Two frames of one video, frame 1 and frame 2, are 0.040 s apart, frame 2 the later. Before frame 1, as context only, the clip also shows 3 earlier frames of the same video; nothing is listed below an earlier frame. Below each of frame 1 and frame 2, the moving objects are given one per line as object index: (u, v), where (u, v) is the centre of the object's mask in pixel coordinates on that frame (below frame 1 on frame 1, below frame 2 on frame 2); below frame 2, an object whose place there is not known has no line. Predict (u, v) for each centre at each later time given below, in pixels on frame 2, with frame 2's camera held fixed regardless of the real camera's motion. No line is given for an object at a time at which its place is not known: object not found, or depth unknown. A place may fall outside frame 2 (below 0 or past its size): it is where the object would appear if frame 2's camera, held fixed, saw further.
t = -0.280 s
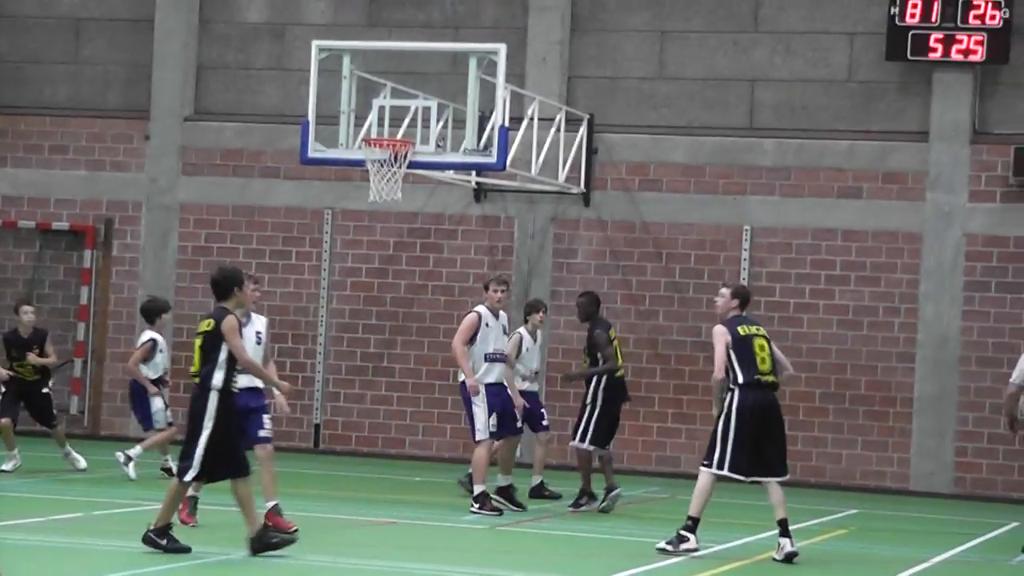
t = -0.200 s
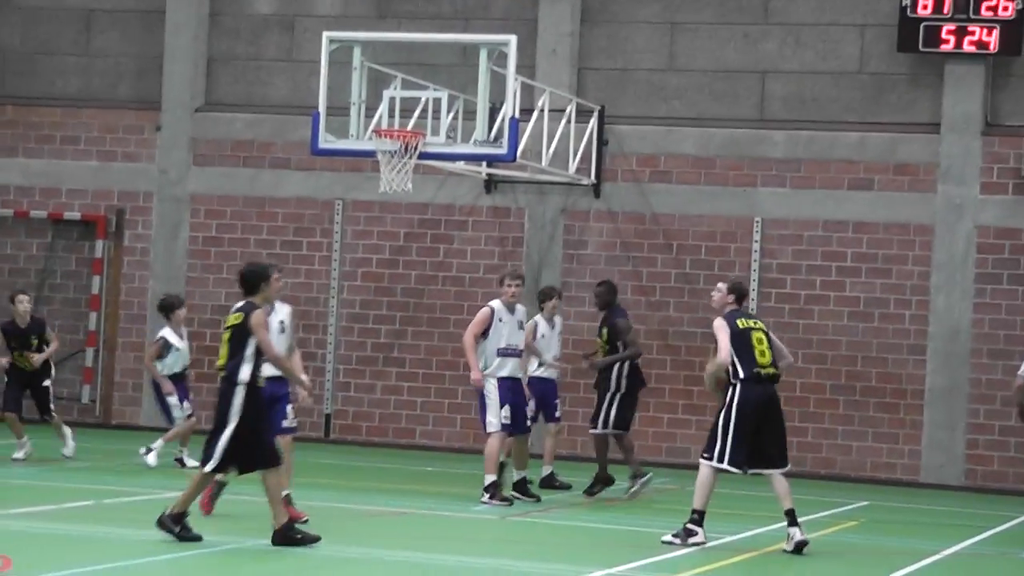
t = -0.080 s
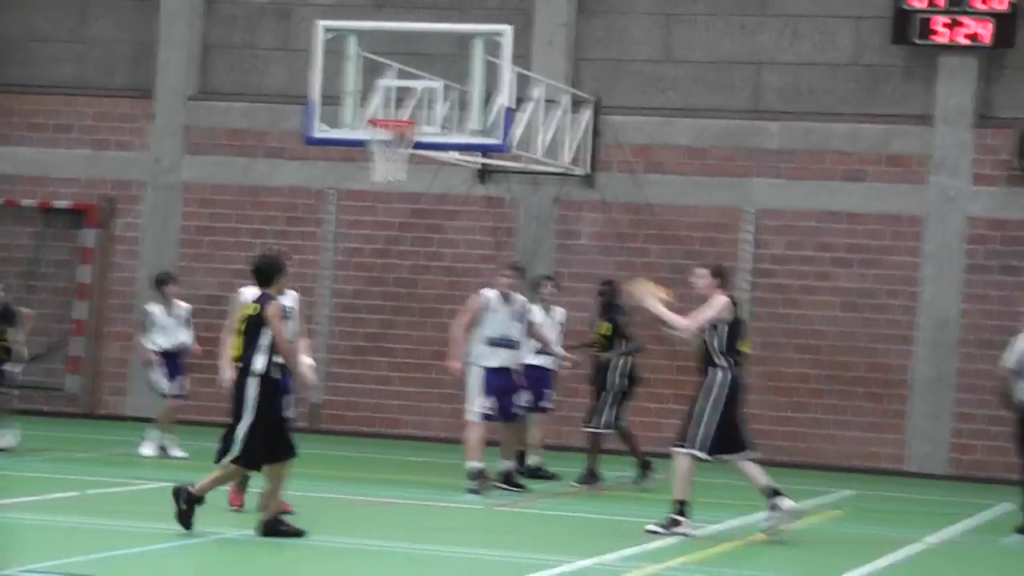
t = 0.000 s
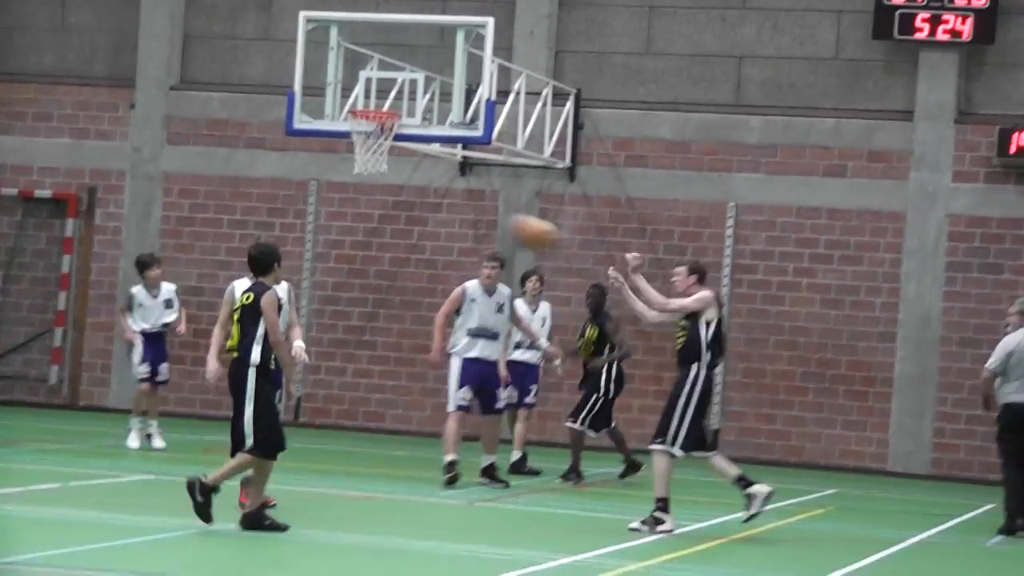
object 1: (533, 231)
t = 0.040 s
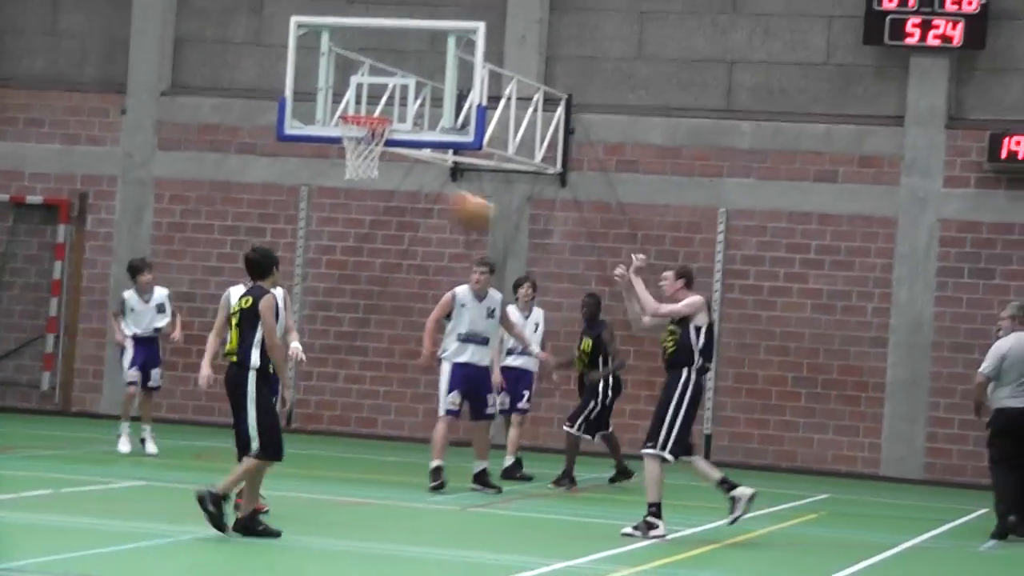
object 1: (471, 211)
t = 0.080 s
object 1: (418, 182)
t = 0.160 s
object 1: (308, 135)
